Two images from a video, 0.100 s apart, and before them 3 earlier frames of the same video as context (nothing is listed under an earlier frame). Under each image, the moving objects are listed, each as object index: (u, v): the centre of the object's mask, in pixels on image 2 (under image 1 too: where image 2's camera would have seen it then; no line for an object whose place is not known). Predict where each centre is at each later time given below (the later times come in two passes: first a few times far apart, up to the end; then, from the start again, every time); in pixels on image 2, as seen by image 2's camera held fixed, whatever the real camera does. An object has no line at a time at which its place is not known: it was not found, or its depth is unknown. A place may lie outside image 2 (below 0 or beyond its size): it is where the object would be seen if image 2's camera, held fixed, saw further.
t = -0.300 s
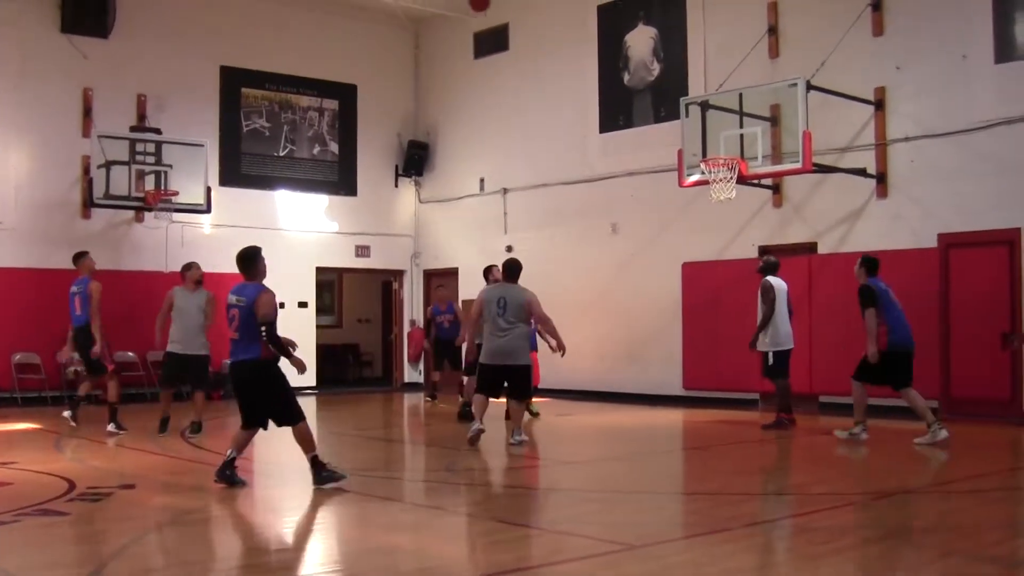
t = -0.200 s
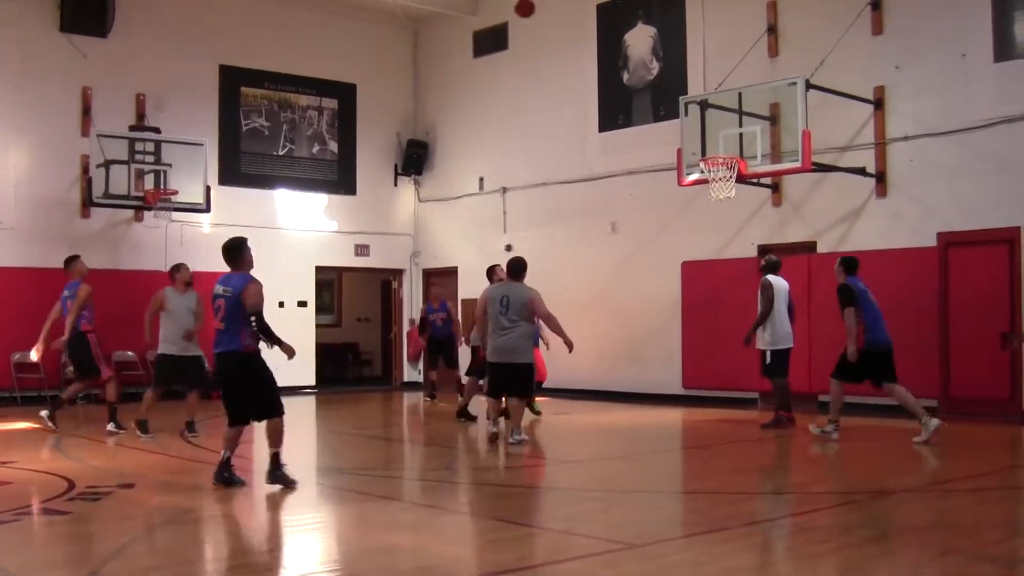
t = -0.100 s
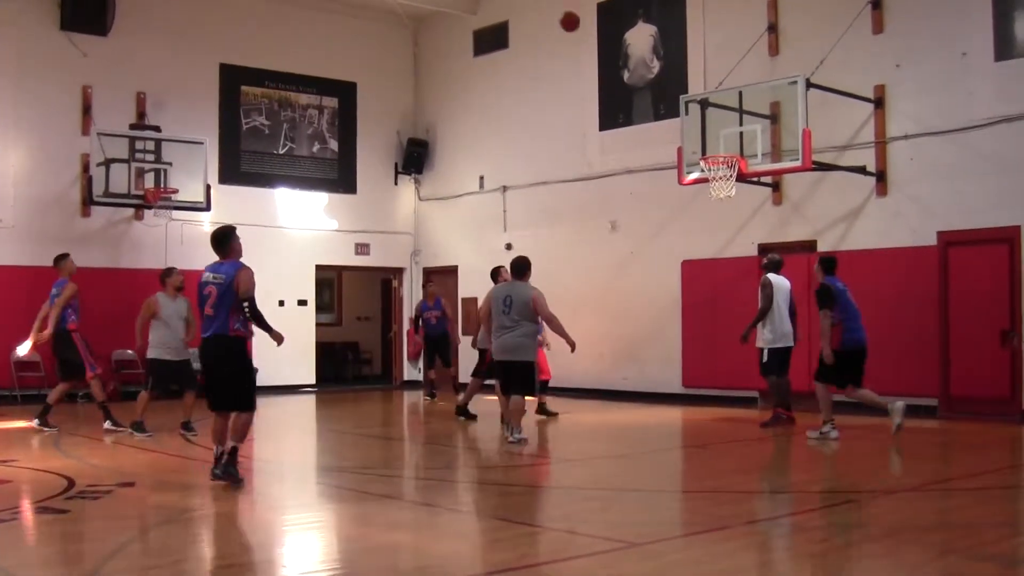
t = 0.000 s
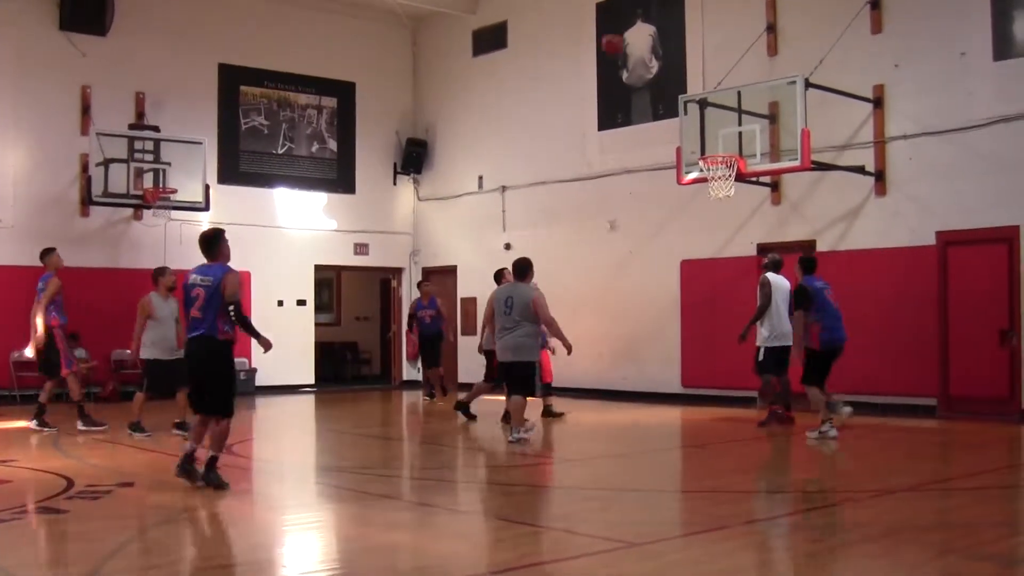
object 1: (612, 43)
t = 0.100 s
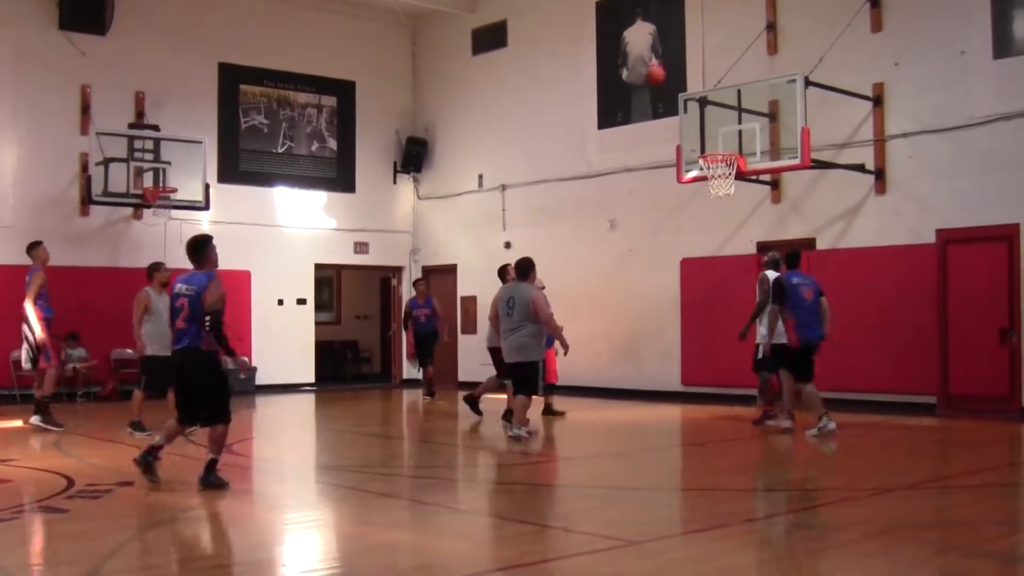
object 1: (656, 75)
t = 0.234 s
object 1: (709, 126)
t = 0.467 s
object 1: (660, 115)
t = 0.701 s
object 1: (559, 105)
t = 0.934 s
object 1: (454, 145)
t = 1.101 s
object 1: (376, 208)
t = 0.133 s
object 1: (669, 85)
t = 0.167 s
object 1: (683, 97)
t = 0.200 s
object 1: (696, 111)
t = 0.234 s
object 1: (709, 126)
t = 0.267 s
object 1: (722, 142)
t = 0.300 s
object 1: (728, 148)
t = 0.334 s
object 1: (715, 142)
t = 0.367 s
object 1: (701, 134)
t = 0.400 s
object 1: (687, 126)
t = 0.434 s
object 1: (673, 120)
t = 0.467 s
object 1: (660, 115)
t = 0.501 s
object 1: (646, 111)
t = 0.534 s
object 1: (632, 109)
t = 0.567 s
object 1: (618, 105)
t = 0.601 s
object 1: (604, 103)
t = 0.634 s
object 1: (588, 103)
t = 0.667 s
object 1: (574, 104)
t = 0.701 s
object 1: (559, 105)
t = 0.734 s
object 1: (545, 108)
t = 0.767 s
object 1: (530, 111)
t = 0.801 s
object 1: (515, 116)
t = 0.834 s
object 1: (499, 121)
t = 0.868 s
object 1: (485, 128)
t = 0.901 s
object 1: (469, 136)
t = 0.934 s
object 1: (454, 145)
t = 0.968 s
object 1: (439, 155)
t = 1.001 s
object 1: (422, 167)
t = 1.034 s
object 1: (408, 179)
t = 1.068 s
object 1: (392, 193)
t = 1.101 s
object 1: (376, 208)
